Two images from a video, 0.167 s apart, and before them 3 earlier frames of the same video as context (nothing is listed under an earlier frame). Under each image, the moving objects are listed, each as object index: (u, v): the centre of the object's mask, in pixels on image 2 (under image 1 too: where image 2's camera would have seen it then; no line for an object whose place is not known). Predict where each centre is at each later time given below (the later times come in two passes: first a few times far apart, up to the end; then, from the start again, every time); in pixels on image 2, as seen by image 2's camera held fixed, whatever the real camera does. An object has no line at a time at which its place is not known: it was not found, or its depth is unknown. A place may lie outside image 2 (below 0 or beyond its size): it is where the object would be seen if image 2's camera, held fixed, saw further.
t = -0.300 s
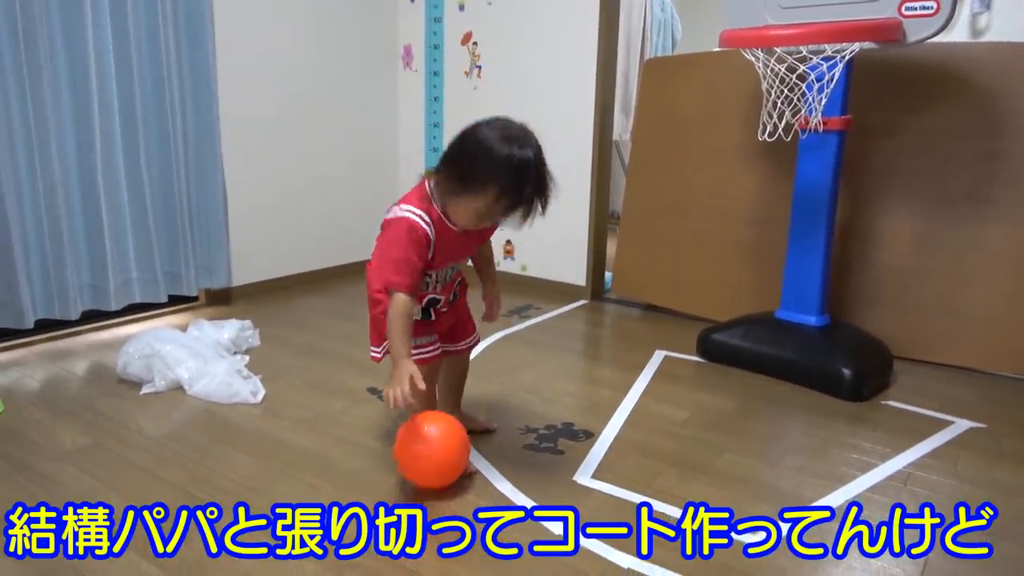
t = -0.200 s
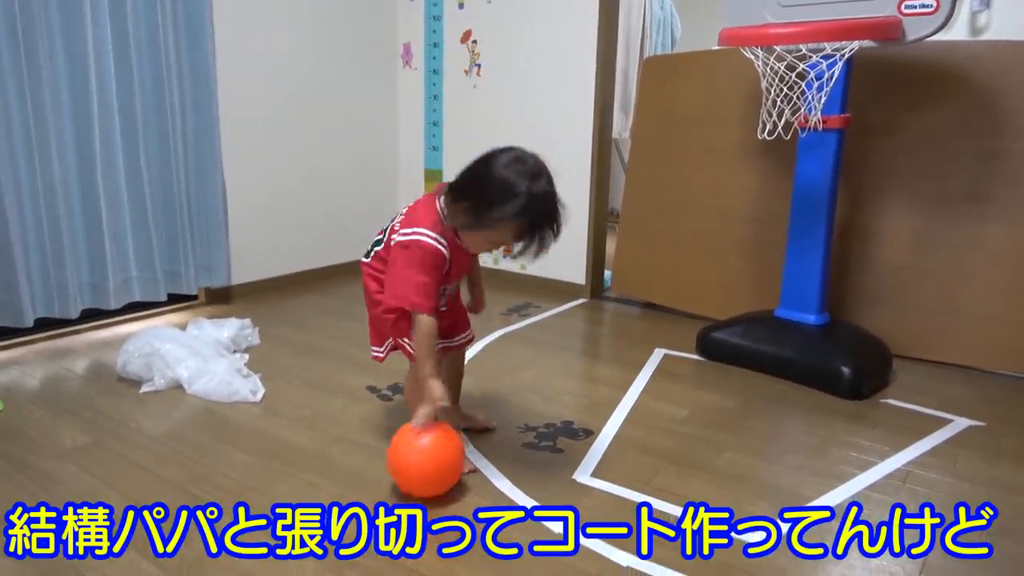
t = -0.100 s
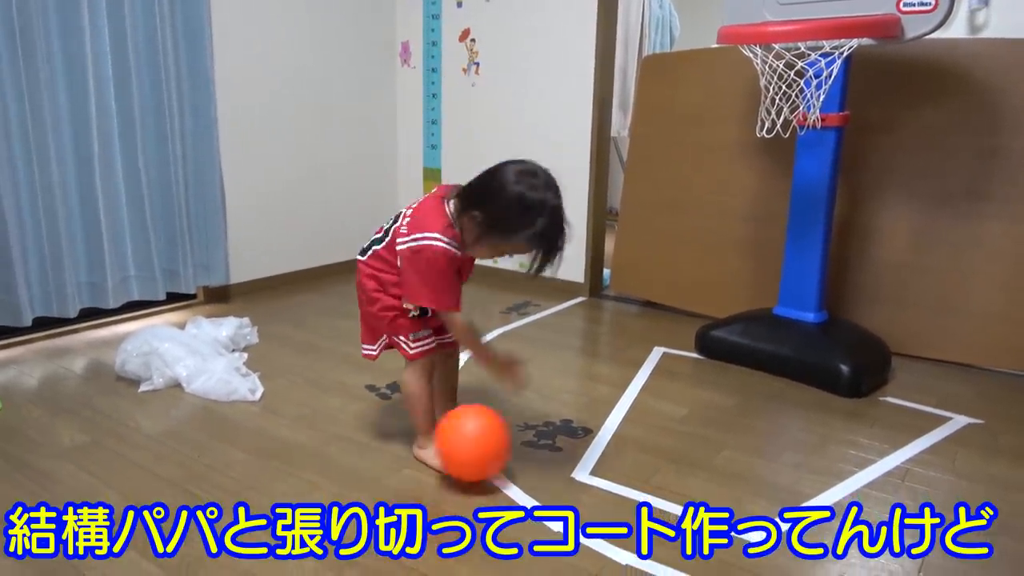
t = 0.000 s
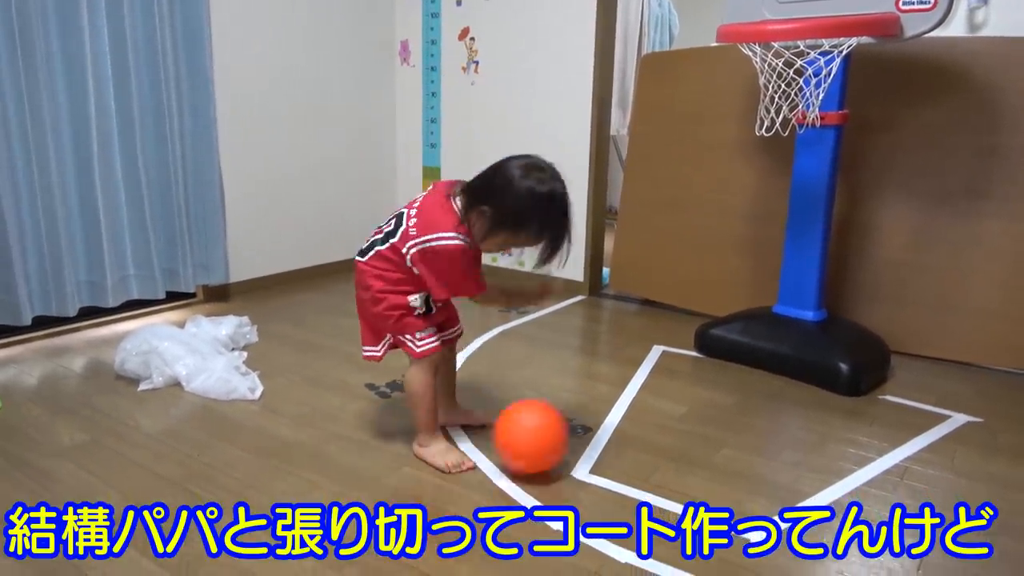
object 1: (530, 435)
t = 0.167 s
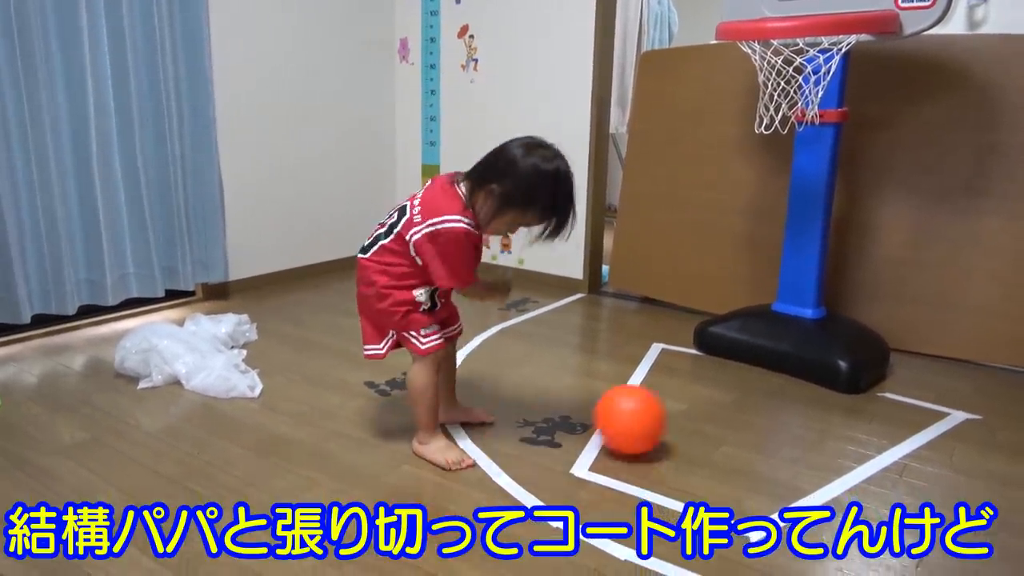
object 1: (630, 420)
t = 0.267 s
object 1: (683, 412)
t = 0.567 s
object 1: (822, 390)
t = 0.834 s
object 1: (922, 374)
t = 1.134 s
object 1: (1018, 357)
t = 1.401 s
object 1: (1078, 379)
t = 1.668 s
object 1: (1129, 397)
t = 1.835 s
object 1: (1163, 411)
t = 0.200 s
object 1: (649, 418)
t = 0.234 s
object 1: (666, 414)
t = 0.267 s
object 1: (683, 412)
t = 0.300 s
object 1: (700, 409)
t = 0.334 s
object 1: (715, 407)
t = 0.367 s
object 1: (731, 404)
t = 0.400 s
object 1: (747, 402)
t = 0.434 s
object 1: (762, 400)
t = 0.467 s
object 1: (778, 397)
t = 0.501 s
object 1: (793, 395)
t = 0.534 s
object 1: (808, 392)
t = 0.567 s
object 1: (822, 390)
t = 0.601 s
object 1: (835, 388)
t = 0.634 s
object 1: (849, 385)
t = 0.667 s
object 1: (862, 384)
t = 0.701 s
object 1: (874, 382)
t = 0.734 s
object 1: (887, 379)
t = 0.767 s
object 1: (899, 378)
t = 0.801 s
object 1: (910, 376)
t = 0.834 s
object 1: (922, 374)
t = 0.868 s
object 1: (934, 372)
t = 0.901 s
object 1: (946, 370)
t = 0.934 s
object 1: (957, 367)
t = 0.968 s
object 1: (968, 366)
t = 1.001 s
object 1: (978, 364)
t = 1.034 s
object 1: (988, 363)
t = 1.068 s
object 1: (999, 361)
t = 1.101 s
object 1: (1008, 360)
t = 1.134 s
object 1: (1018, 357)
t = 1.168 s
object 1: (1027, 356)
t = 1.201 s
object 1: (1035, 356)
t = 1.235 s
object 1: (1042, 359)
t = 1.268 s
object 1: (1050, 368)
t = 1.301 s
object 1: (1057, 372)
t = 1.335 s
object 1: (1064, 371)
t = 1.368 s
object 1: (1072, 373)
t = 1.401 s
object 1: (1078, 379)
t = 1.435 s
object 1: (1085, 381)
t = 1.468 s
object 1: (1091, 381)
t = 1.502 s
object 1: (1098, 384)
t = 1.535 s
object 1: (1103, 390)
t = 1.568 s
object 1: (1111, 389)
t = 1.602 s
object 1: (1117, 392)
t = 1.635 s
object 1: (1122, 396)
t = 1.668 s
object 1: (1129, 397)
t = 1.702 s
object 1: (1135, 401)
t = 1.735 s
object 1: (1142, 403)
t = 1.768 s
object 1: (1149, 406)
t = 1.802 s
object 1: (1155, 408)
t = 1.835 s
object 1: (1163, 411)
